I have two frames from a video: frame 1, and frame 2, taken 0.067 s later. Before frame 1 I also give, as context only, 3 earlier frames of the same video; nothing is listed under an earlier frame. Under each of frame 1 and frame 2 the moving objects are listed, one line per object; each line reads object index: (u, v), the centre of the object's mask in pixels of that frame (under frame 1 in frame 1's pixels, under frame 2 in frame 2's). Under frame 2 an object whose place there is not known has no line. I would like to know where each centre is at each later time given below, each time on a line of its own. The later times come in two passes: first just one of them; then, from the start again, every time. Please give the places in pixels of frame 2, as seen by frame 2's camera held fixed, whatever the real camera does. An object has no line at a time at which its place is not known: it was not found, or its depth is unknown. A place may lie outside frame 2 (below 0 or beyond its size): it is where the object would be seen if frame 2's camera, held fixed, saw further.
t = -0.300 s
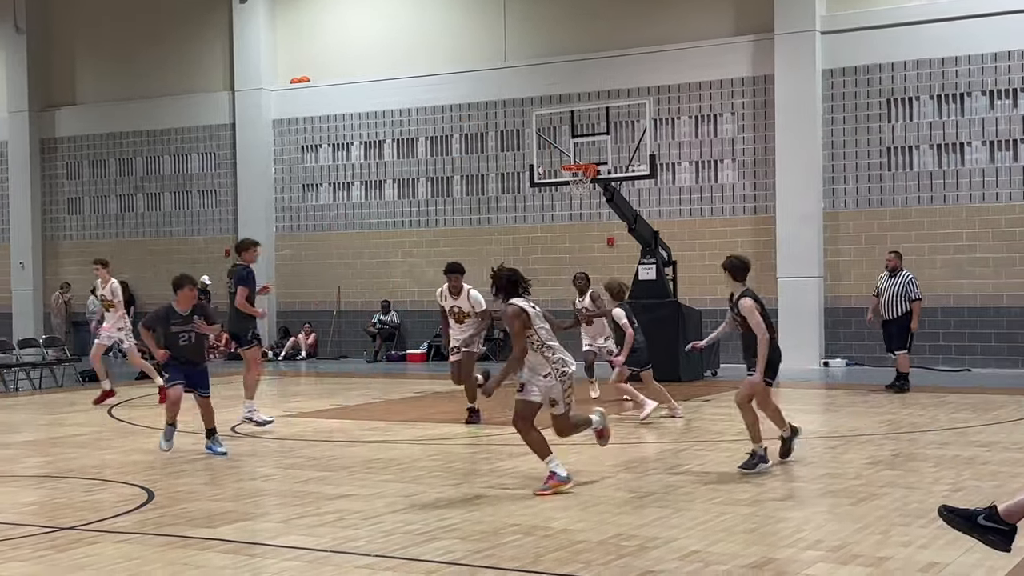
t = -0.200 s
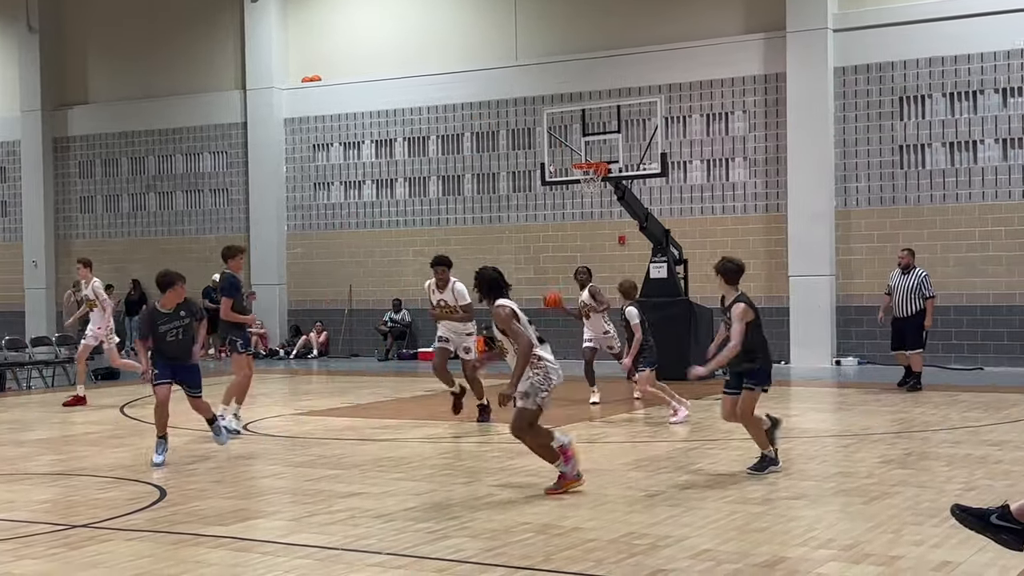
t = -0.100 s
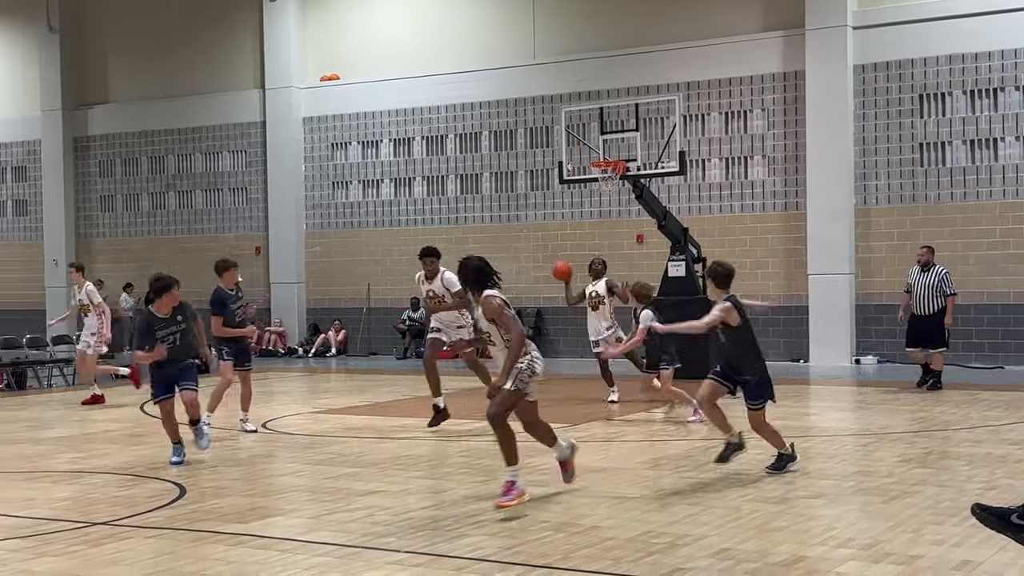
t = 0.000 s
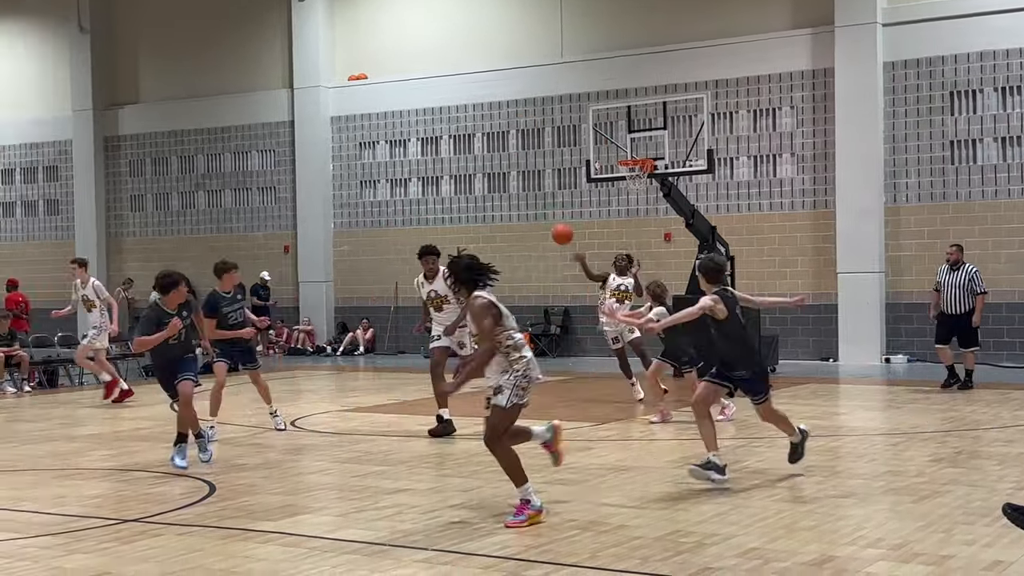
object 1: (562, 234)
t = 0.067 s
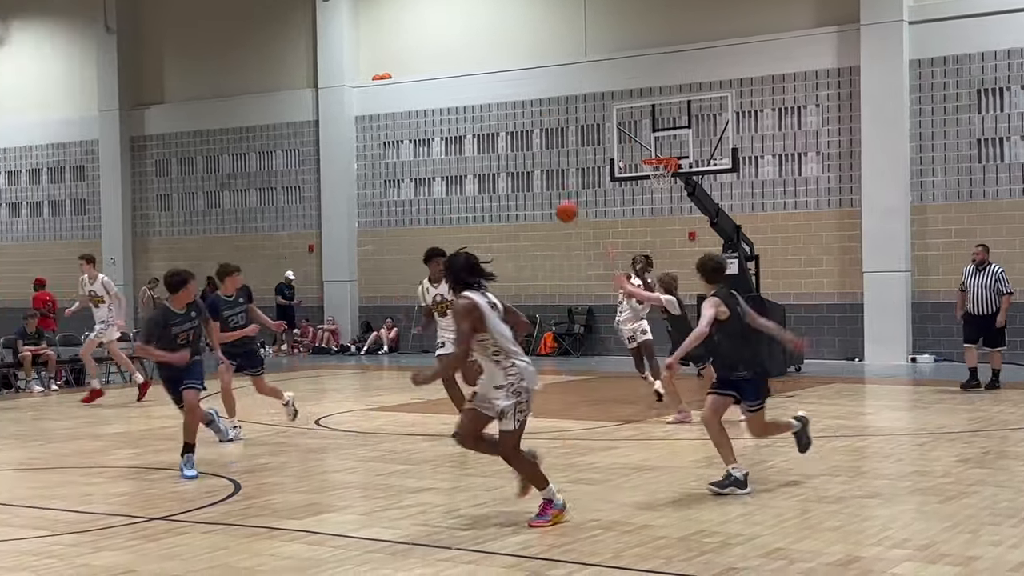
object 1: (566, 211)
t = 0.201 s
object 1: (526, 176)
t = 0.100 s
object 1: (561, 206)
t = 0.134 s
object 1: (550, 195)
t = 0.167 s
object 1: (539, 184)
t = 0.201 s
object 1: (526, 176)
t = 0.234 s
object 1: (512, 166)
